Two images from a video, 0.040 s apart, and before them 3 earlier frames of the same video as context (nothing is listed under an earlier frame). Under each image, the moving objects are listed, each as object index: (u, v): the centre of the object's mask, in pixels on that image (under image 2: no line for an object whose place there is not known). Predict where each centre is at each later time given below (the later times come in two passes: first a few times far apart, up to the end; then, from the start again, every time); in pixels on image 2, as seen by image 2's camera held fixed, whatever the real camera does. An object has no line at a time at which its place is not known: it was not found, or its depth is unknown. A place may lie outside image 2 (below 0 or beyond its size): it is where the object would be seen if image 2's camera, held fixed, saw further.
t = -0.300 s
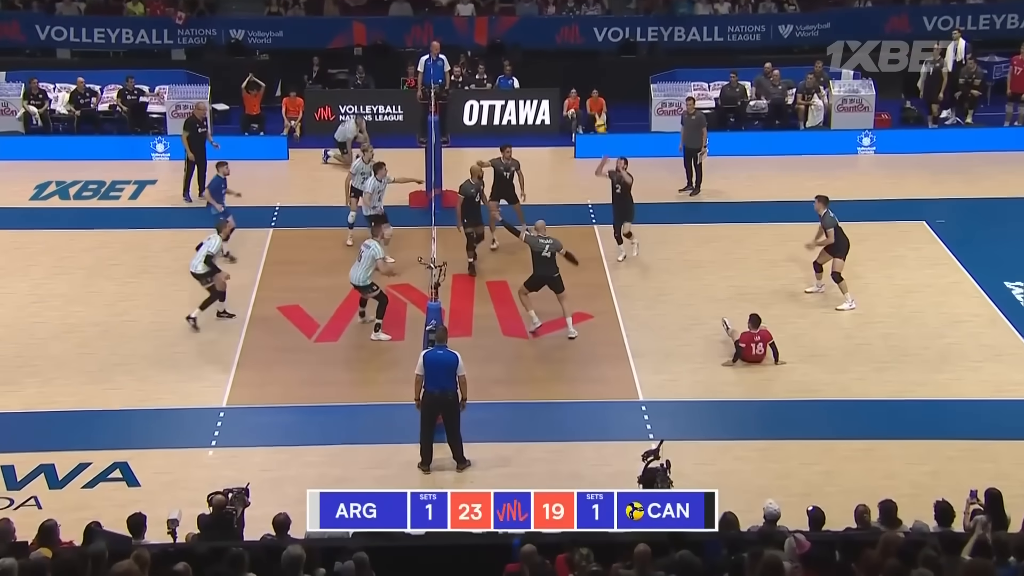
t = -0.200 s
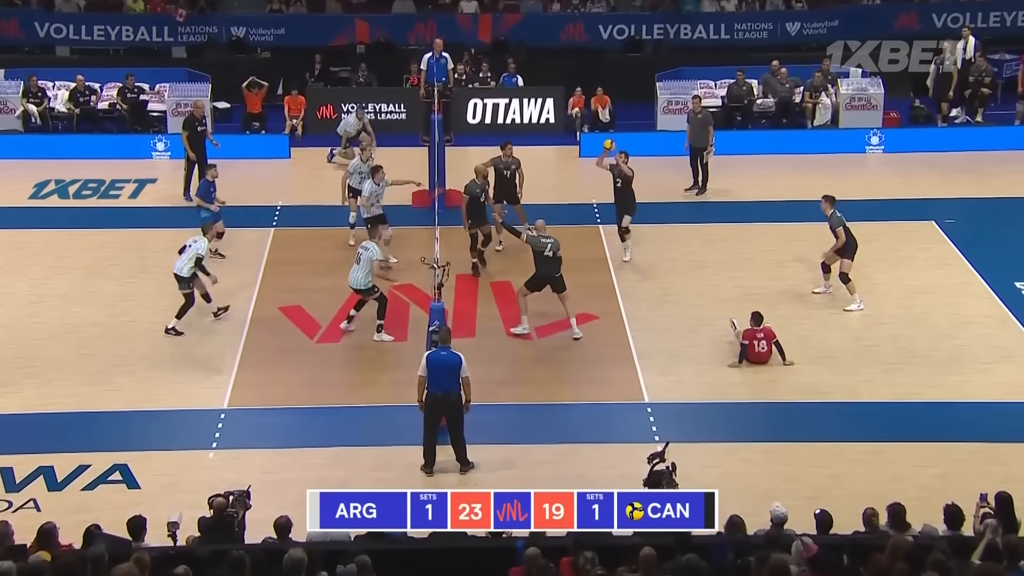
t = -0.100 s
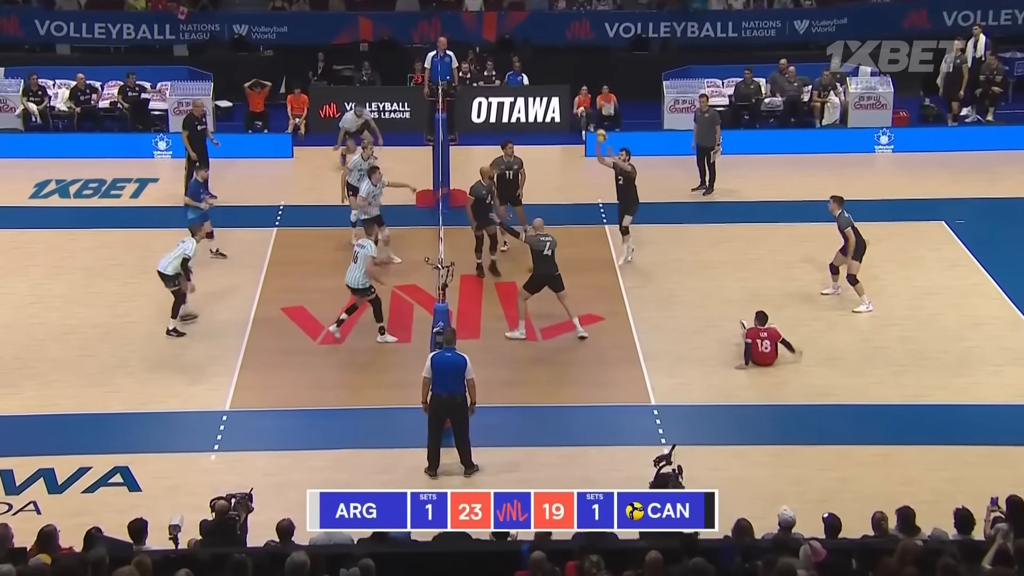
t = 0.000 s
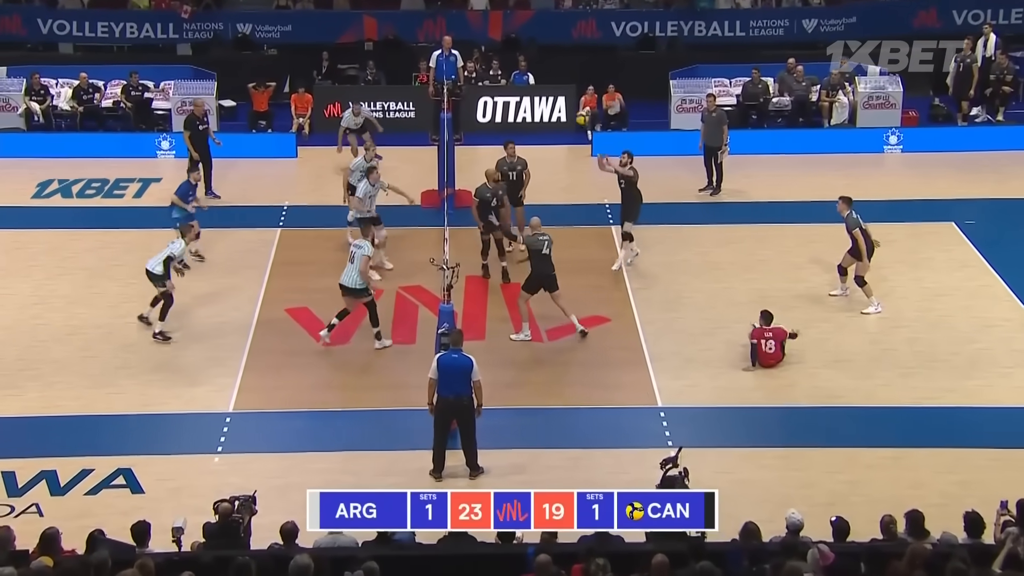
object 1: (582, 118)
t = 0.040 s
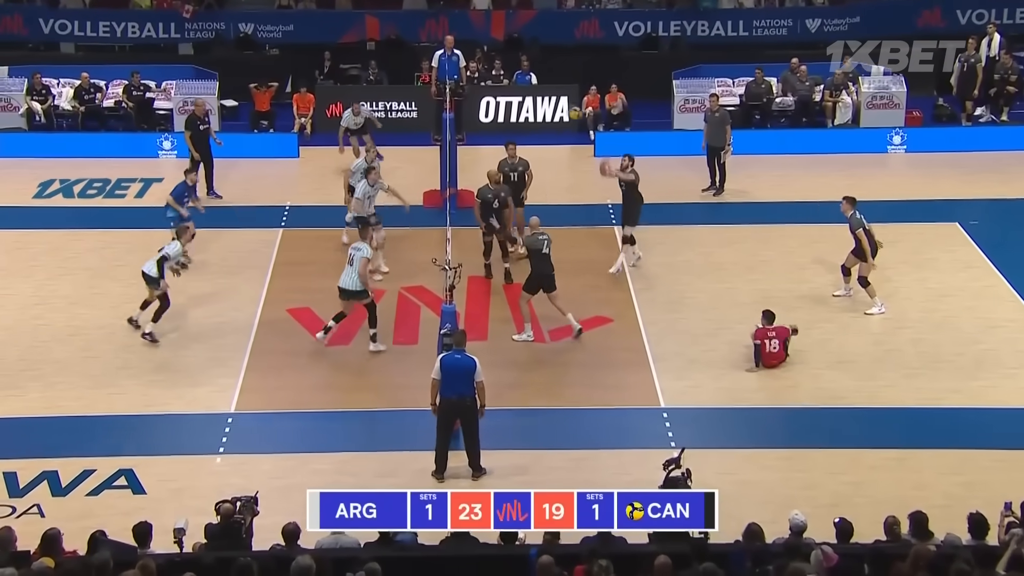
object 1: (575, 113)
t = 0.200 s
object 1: (534, 100)
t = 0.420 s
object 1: (478, 108)
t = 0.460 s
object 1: (467, 112)
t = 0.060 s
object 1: (570, 110)
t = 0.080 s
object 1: (565, 108)
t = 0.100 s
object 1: (560, 107)
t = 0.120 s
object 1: (555, 105)
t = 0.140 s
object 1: (549, 103)
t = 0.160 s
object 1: (543, 101)
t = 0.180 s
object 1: (538, 100)
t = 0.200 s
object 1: (534, 100)
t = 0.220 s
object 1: (529, 100)
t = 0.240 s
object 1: (524, 99)
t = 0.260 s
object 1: (518, 99)
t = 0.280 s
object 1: (513, 100)
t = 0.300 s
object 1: (508, 100)
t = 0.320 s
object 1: (504, 101)
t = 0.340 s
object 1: (498, 102)
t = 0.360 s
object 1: (493, 103)
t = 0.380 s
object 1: (487, 104)
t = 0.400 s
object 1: (483, 106)
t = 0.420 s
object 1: (478, 108)
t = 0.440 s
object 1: (473, 111)
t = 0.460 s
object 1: (467, 112)
